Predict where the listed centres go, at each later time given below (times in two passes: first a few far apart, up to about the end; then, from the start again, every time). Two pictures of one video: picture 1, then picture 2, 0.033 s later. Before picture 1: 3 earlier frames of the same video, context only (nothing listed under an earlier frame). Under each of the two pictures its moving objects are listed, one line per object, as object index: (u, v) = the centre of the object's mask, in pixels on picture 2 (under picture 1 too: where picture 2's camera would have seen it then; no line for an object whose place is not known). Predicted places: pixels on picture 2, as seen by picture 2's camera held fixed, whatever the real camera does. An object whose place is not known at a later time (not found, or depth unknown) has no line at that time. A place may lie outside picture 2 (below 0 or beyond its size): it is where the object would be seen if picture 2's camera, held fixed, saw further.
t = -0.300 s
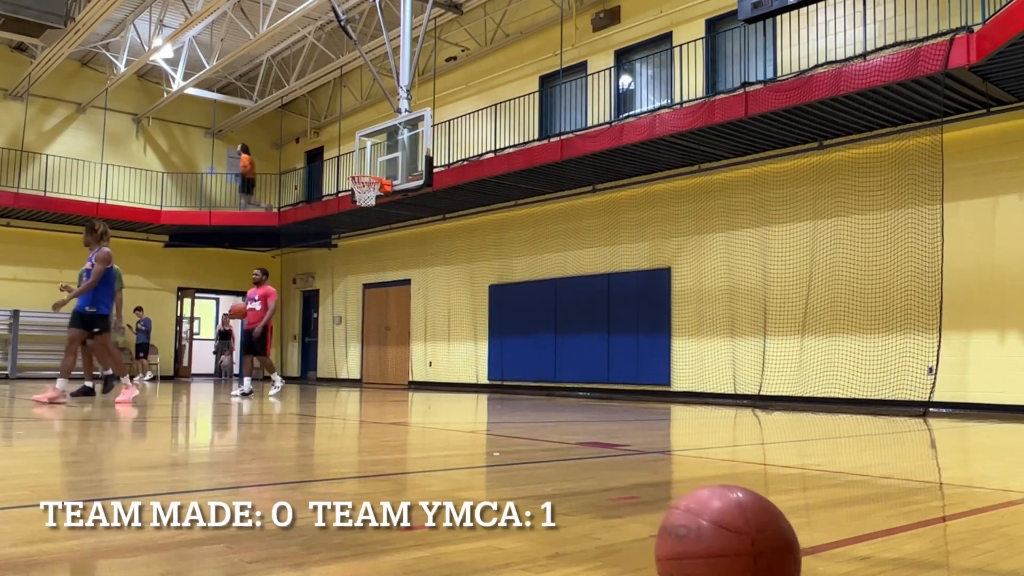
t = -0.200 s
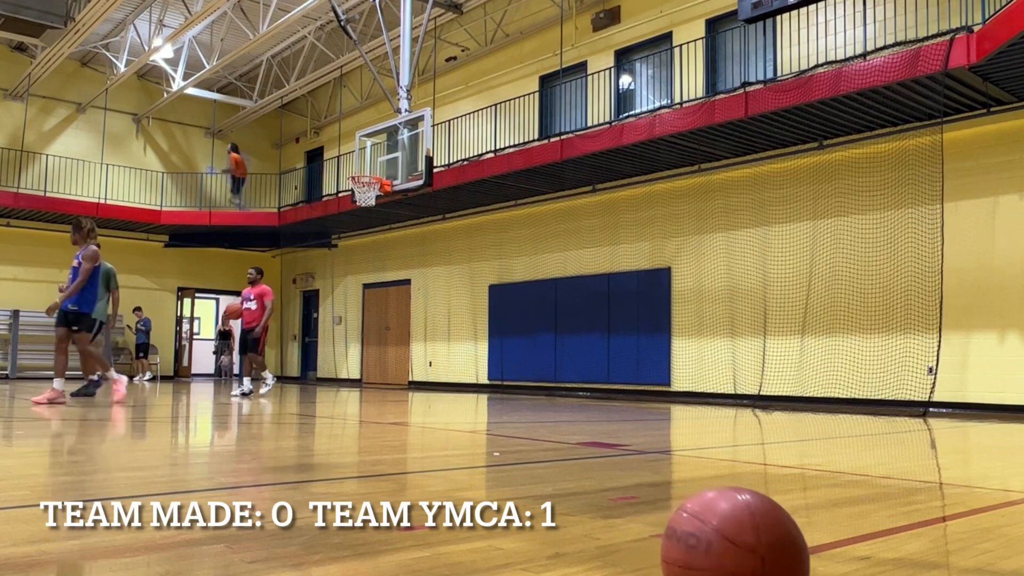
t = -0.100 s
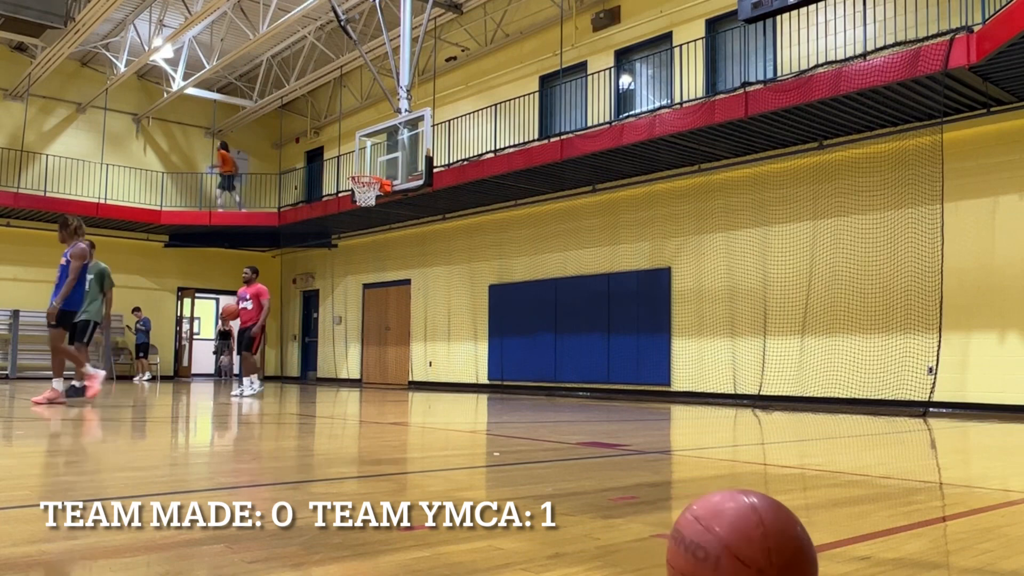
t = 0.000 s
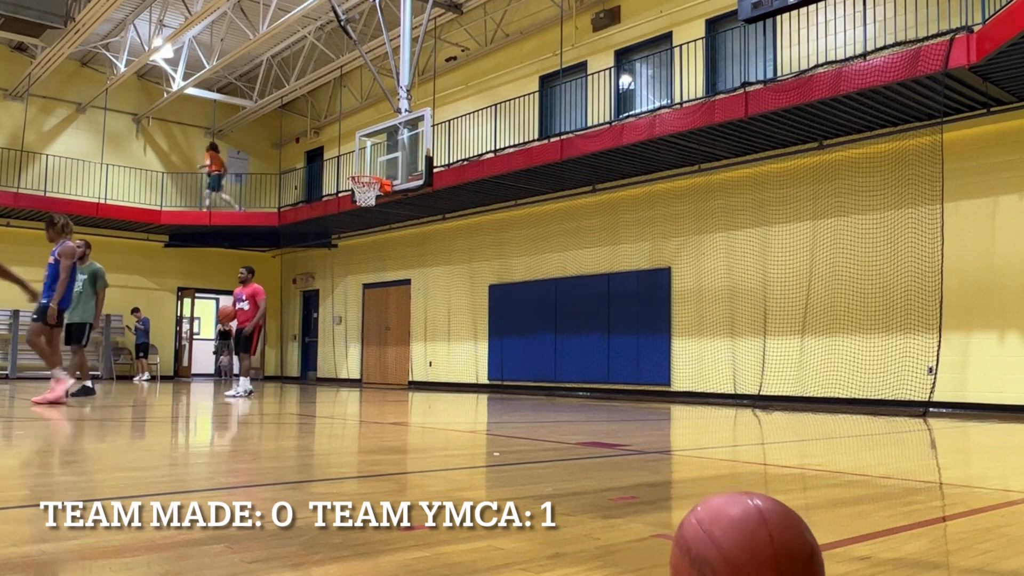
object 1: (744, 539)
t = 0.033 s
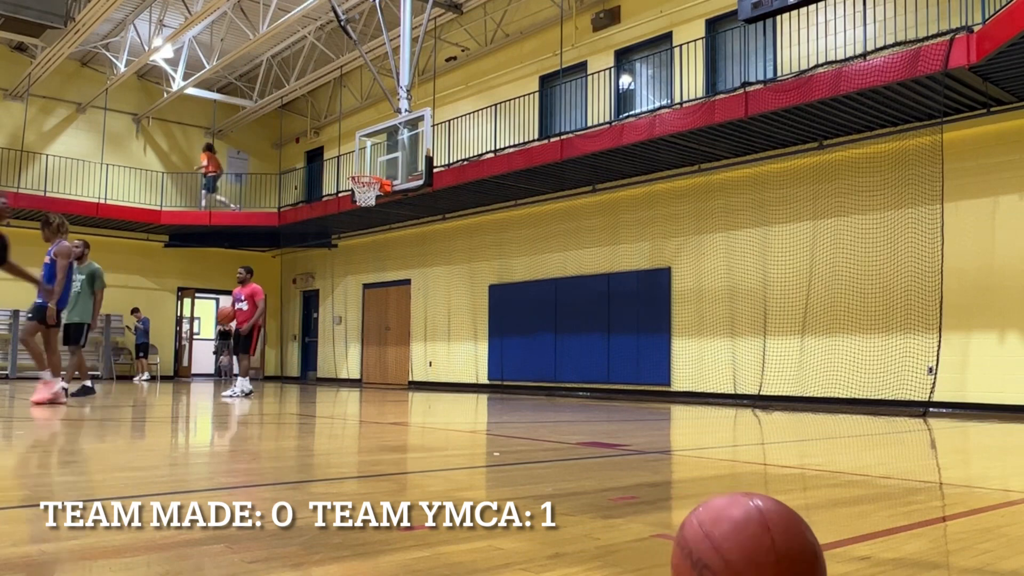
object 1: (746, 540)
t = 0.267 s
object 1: (757, 542)
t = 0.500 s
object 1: (774, 546)
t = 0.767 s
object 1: (800, 550)
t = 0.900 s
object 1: (813, 551)
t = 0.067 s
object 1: (747, 540)
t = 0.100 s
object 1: (749, 541)
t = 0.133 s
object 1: (750, 541)
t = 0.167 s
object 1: (752, 541)
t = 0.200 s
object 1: (753, 541)
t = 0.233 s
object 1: (755, 542)
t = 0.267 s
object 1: (757, 542)
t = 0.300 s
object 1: (759, 543)
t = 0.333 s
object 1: (761, 543)
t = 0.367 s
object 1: (763, 544)
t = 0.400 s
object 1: (765, 544)
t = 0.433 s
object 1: (768, 545)
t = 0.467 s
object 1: (771, 546)
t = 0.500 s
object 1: (774, 546)
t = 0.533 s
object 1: (777, 547)
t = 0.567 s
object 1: (780, 547)
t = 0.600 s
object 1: (783, 547)
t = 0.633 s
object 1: (787, 548)
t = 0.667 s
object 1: (790, 548)
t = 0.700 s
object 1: (793, 549)
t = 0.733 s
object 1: (797, 549)
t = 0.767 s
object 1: (800, 550)
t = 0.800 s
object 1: (803, 550)
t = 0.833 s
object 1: (806, 551)
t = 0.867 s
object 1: (810, 551)
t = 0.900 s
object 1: (813, 551)
